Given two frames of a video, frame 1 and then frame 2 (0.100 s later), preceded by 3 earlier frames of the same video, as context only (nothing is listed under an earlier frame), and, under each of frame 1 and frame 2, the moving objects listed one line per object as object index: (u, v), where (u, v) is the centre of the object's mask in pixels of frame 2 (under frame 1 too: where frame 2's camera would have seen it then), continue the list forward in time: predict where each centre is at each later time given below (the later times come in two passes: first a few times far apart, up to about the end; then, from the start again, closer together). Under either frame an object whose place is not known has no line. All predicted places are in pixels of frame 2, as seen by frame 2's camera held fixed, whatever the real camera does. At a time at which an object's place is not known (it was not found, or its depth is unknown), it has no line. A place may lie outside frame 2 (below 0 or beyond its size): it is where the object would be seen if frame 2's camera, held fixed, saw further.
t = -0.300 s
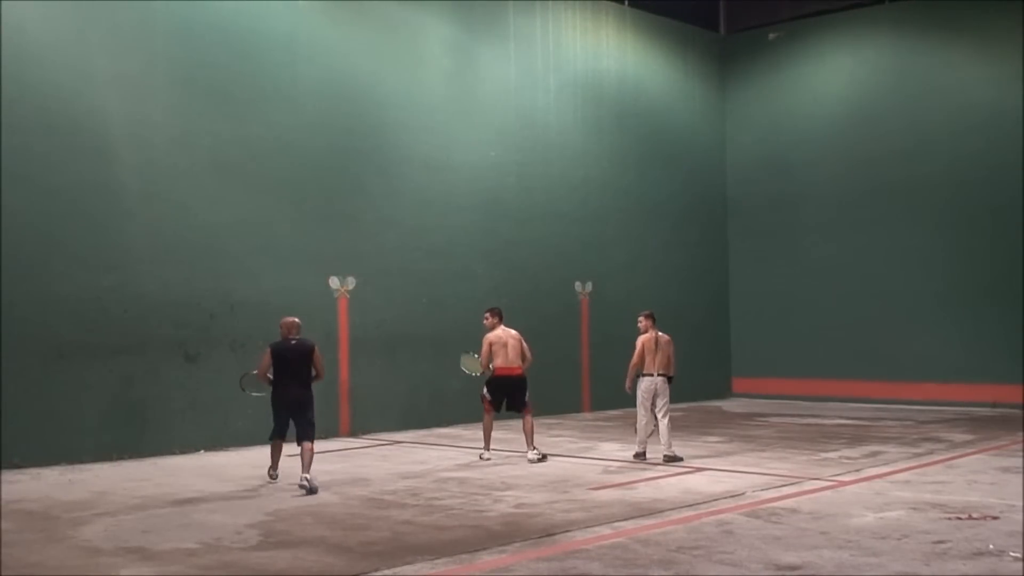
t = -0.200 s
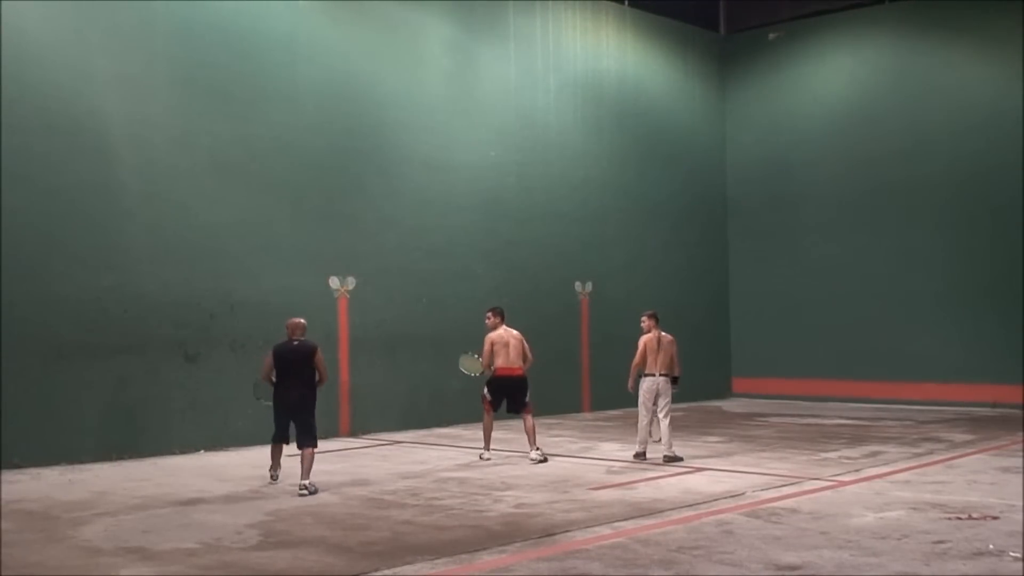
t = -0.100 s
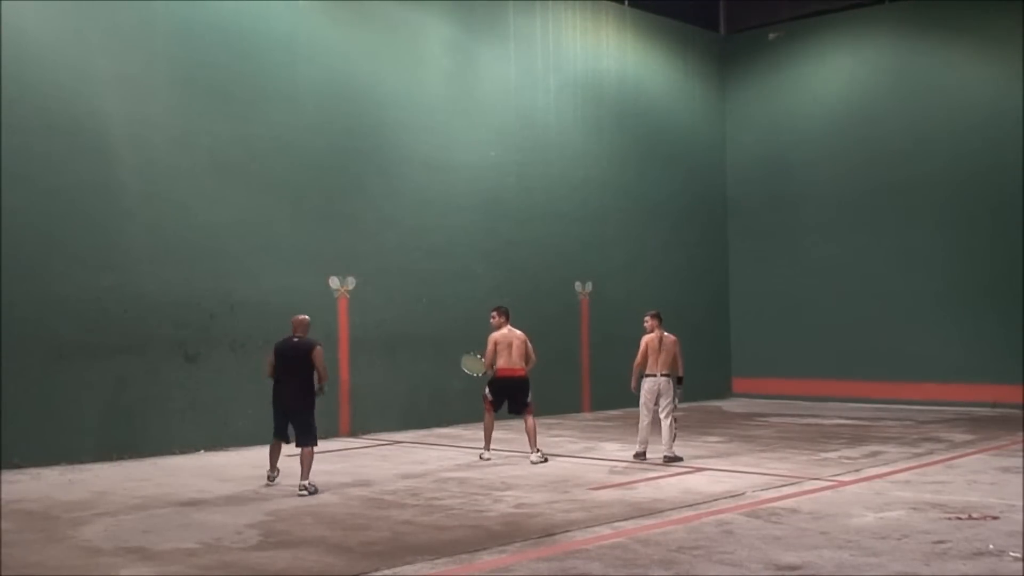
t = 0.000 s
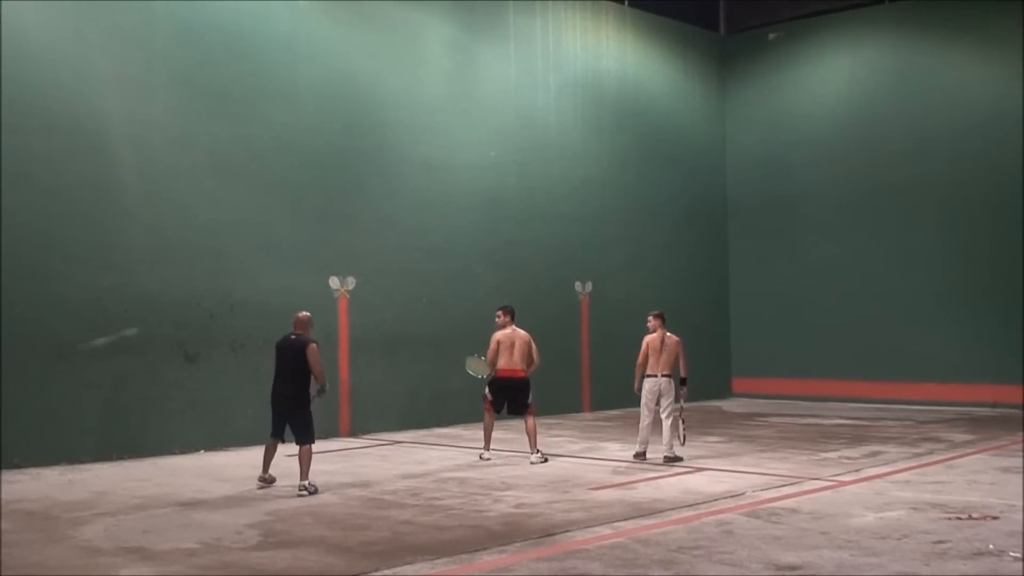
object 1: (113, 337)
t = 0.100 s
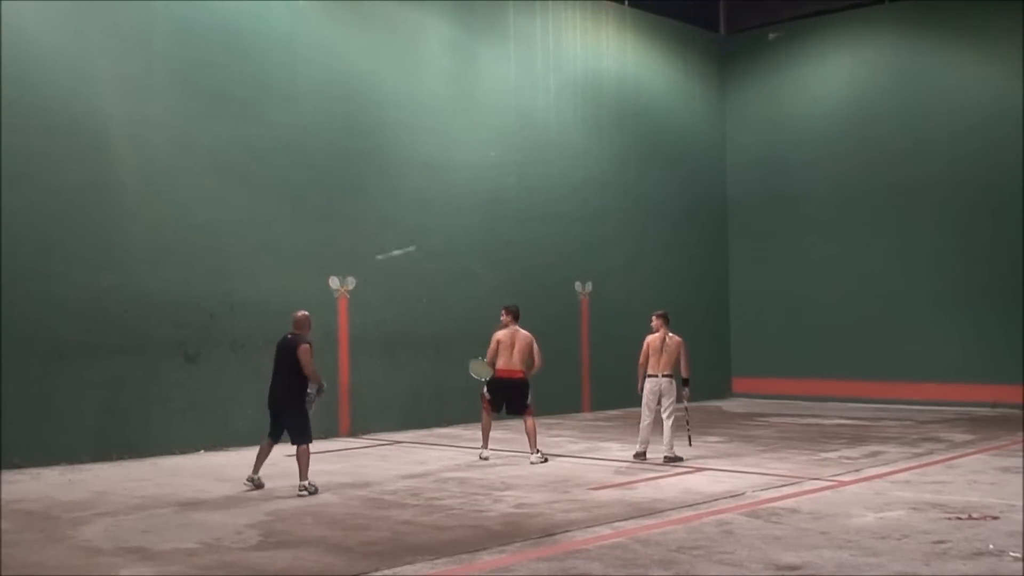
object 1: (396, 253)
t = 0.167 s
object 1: (525, 218)
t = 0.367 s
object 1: (769, 171)
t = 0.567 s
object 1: (771, 145)
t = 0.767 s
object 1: (675, 127)
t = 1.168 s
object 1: (428, 172)
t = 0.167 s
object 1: (525, 218)
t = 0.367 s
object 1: (769, 171)
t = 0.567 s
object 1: (771, 145)
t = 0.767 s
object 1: (675, 127)
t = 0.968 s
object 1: (564, 132)
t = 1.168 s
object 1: (428, 172)
